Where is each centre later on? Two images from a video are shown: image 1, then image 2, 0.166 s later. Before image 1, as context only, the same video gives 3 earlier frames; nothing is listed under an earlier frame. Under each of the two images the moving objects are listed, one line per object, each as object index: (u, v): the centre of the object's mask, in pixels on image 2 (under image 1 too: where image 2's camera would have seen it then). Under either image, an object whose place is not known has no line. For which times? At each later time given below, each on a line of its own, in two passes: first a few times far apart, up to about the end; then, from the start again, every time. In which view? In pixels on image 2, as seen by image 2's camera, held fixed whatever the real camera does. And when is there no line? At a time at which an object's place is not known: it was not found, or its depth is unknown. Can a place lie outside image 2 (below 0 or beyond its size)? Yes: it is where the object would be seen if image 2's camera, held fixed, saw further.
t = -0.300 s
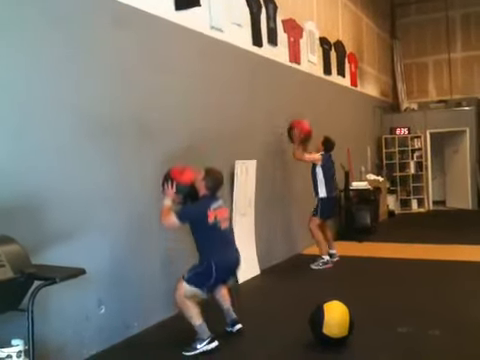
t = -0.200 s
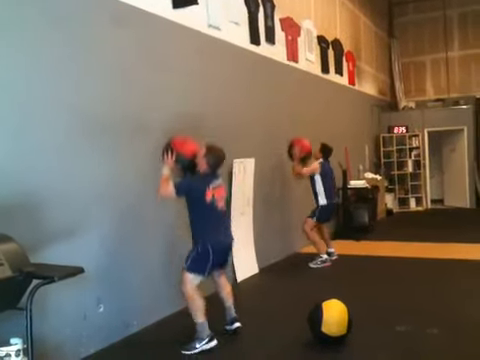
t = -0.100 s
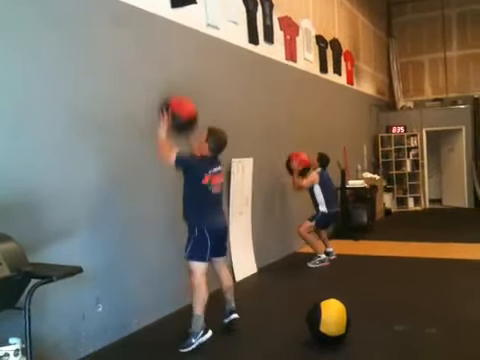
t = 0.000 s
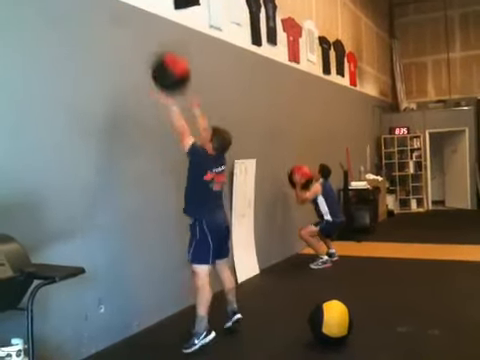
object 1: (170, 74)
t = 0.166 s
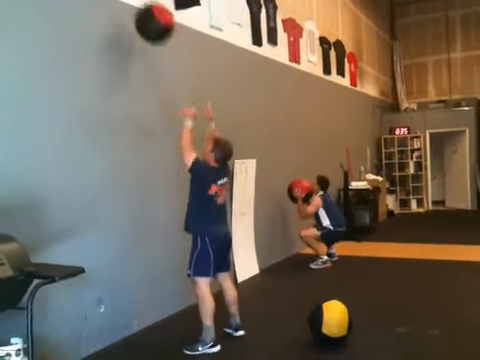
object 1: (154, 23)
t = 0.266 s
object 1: (145, 13)
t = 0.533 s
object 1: (147, 17)
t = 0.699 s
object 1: (155, 58)
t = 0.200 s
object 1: (151, 18)
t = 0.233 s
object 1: (148, 15)
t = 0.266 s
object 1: (145, 13)
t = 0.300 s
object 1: (142, 12)
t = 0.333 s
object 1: (140, 12)
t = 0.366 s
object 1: (141, 11)
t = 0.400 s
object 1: (142, 12)
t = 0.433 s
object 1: (144, 12)
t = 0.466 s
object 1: (145, 13)
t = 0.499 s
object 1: (146, 16)
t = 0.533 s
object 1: (147, 17)
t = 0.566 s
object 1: (148, 22)
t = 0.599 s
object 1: (150, 29)
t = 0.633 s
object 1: (152, 36)
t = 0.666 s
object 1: (154, 45)
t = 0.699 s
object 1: (155, 58)
